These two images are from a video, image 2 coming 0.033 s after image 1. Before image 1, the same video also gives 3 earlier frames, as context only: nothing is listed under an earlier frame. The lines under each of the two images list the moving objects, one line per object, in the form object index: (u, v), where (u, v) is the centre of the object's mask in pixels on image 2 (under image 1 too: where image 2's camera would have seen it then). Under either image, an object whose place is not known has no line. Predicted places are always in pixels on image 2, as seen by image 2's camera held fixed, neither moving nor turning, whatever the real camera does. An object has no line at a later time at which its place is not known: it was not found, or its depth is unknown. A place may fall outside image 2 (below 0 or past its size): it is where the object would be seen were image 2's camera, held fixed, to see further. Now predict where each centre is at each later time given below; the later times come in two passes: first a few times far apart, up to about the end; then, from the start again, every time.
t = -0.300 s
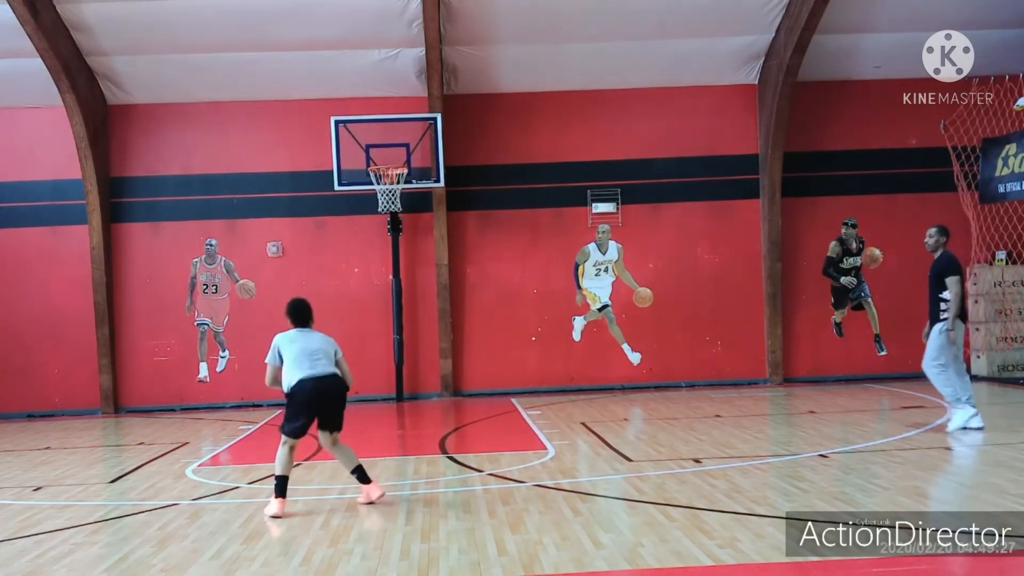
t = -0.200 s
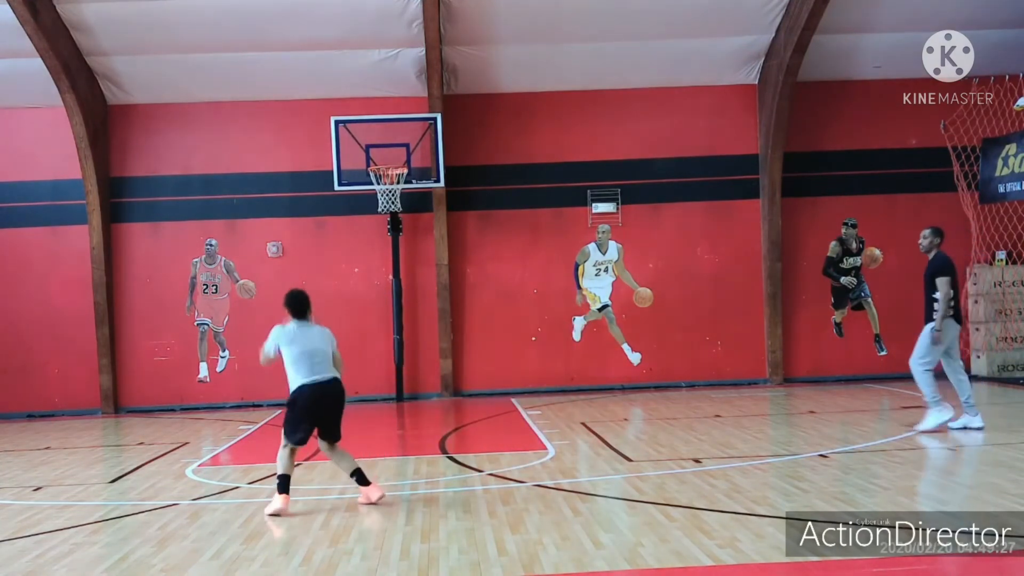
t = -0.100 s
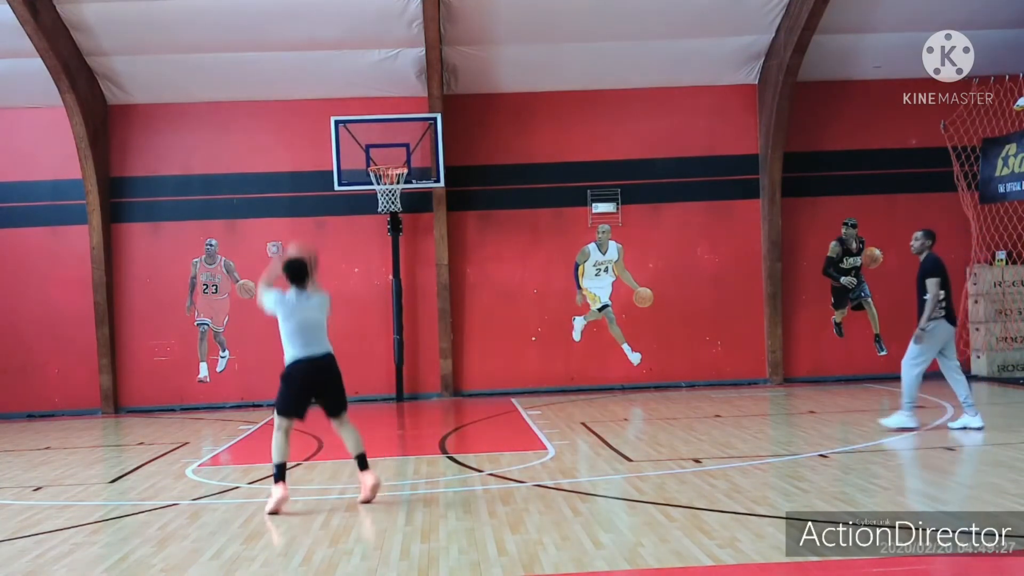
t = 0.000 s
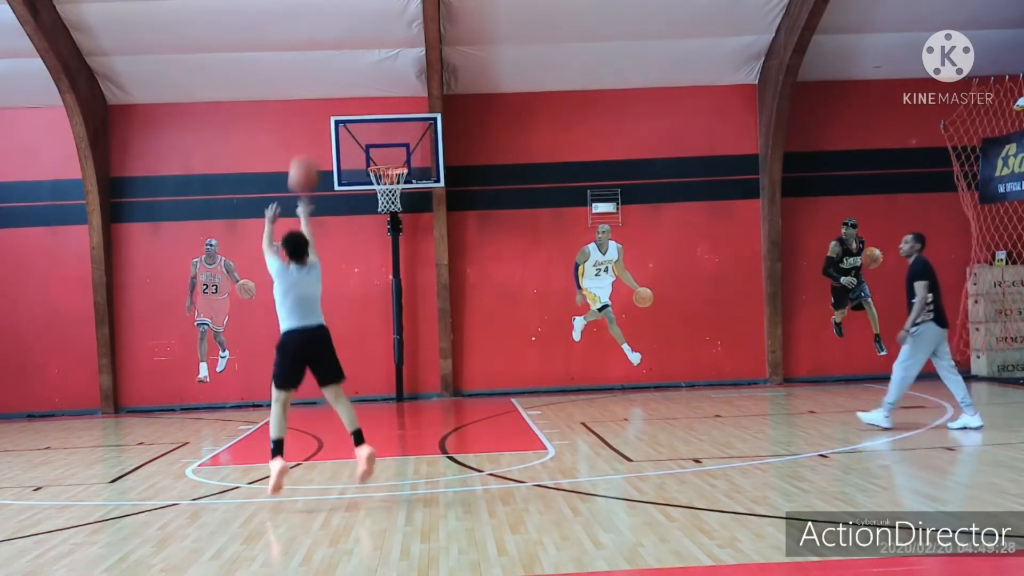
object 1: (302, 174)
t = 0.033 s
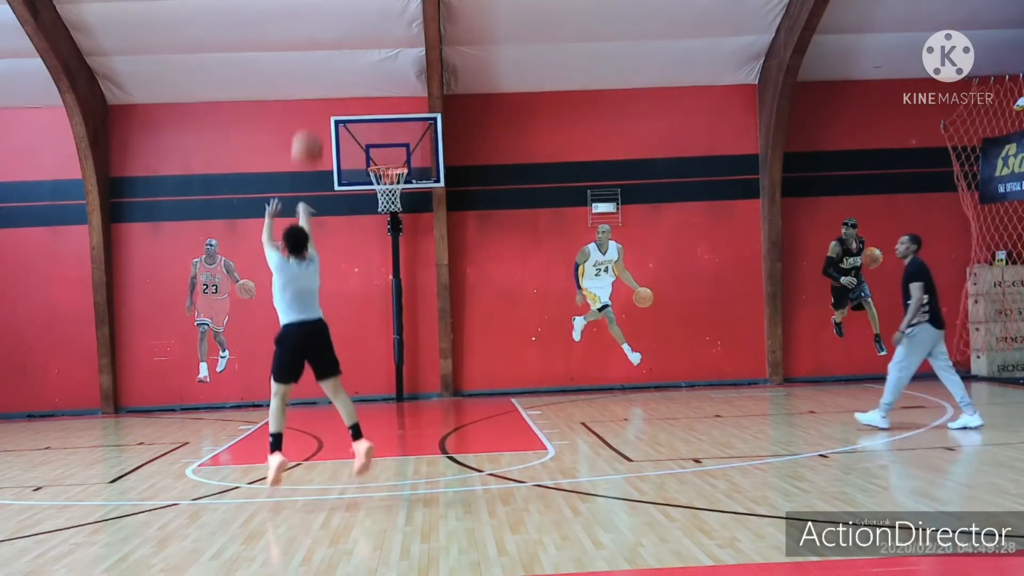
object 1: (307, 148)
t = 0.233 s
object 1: (322, 38)
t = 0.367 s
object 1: (333, 5)
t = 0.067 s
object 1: (308, 125)
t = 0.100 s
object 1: (311, 105)
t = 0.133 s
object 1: (316, 85)
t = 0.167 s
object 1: (318, 67)
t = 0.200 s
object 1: (320, 52)
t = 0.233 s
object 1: (322, 38)
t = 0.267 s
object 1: (326, 26)
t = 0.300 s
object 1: (327, 15)
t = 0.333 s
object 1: (330, 9)
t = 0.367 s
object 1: (333, 5)
